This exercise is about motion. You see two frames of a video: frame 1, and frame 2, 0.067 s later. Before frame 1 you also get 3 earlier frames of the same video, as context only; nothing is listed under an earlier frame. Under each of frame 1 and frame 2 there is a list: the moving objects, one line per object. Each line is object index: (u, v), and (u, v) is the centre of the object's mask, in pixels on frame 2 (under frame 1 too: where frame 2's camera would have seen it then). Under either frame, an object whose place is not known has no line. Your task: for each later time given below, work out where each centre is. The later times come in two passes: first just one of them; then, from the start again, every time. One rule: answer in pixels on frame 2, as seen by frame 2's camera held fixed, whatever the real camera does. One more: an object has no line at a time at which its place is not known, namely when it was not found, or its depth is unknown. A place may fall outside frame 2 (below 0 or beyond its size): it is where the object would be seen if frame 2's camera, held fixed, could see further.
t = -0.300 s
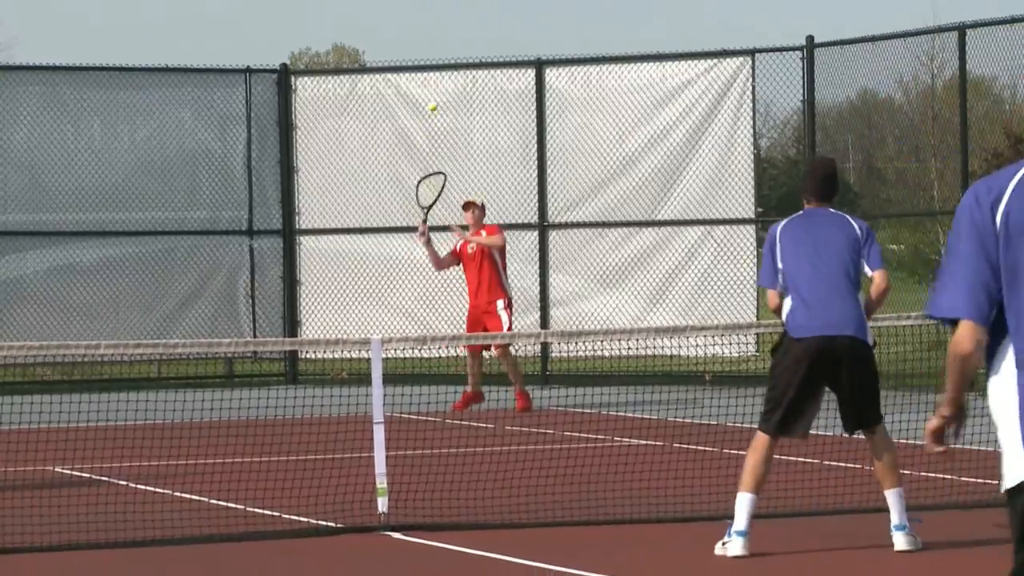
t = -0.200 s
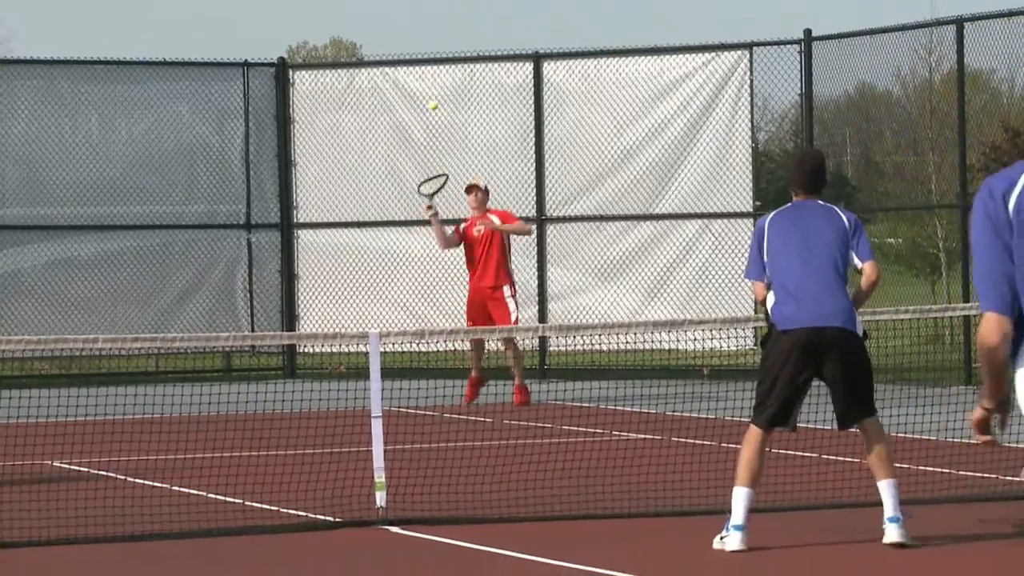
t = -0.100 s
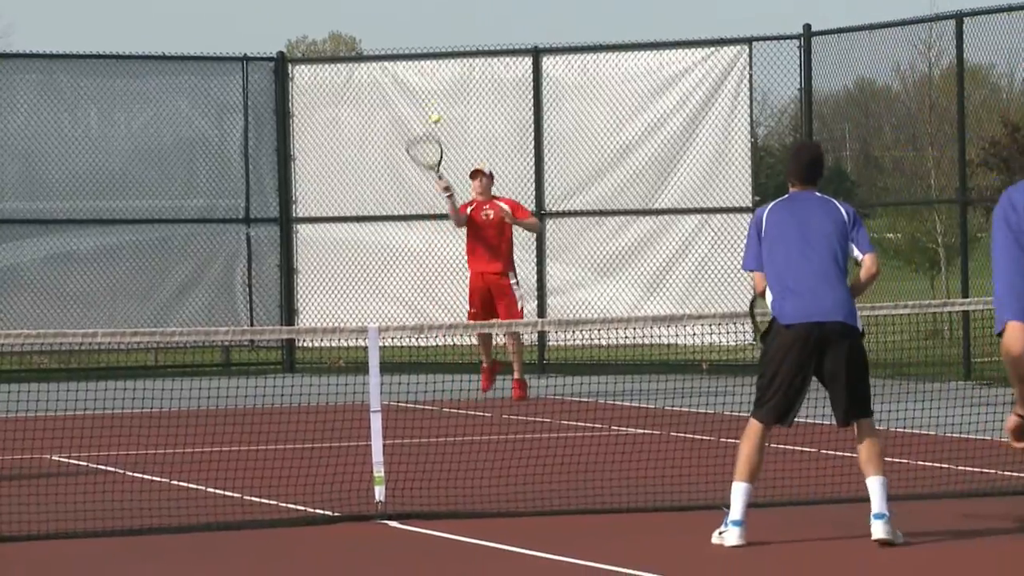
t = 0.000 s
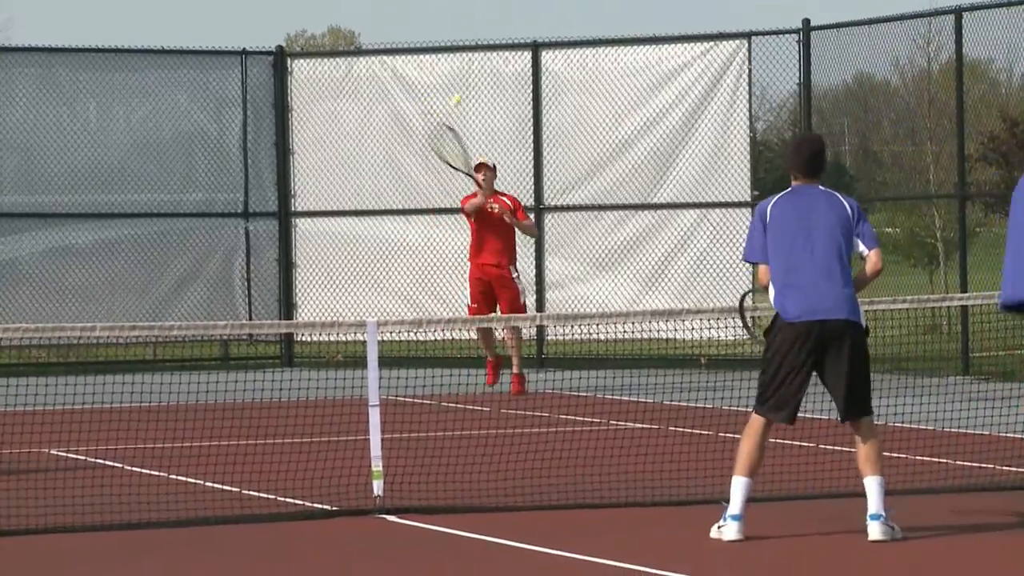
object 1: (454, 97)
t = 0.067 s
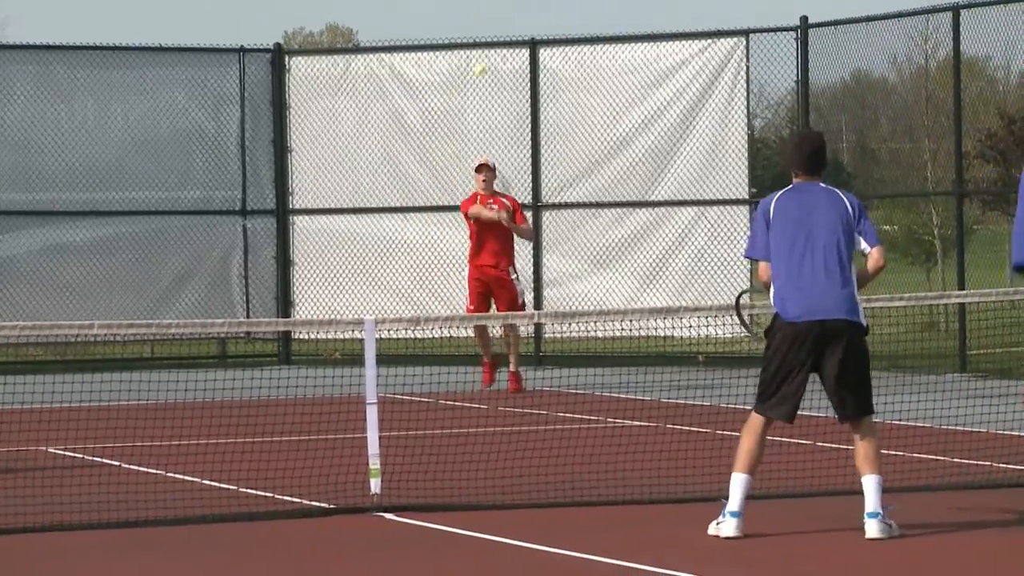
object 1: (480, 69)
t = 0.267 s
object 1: (571, 8)
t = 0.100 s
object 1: (494, 57)
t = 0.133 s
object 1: (509, 44)
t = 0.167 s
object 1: (524, 34)
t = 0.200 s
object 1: (540, 24)
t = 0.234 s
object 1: (555, 16)
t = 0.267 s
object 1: (571, 8)
